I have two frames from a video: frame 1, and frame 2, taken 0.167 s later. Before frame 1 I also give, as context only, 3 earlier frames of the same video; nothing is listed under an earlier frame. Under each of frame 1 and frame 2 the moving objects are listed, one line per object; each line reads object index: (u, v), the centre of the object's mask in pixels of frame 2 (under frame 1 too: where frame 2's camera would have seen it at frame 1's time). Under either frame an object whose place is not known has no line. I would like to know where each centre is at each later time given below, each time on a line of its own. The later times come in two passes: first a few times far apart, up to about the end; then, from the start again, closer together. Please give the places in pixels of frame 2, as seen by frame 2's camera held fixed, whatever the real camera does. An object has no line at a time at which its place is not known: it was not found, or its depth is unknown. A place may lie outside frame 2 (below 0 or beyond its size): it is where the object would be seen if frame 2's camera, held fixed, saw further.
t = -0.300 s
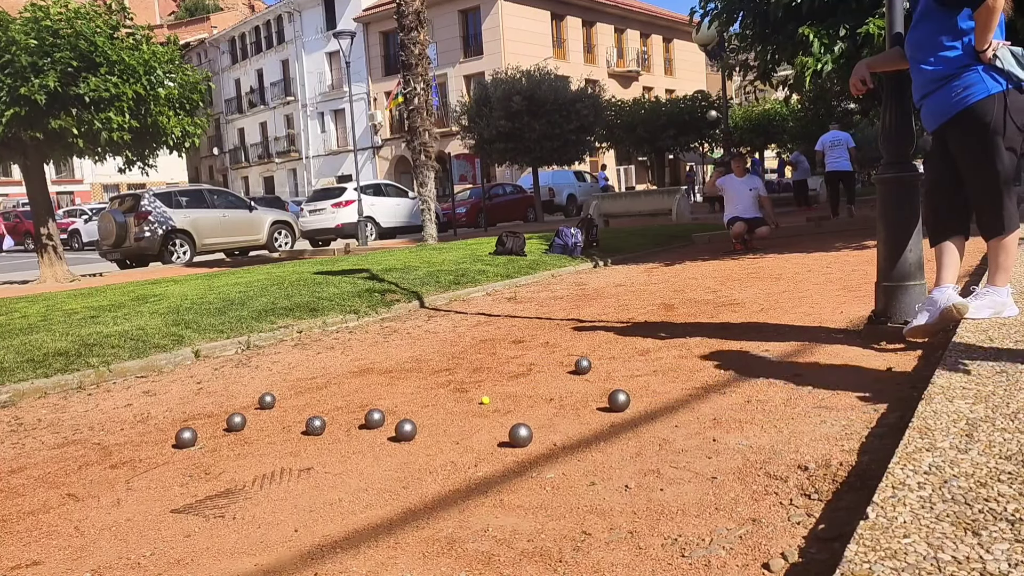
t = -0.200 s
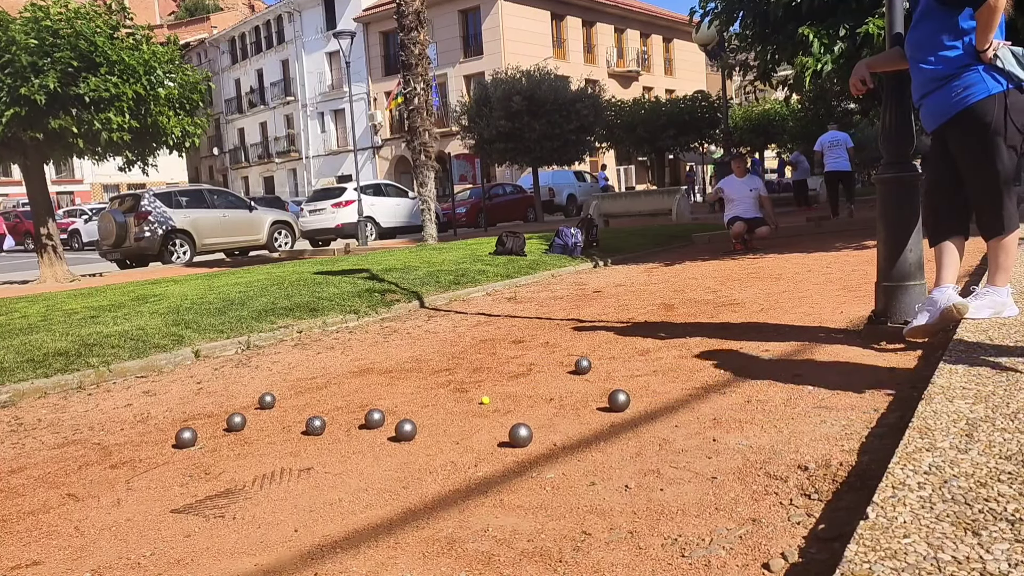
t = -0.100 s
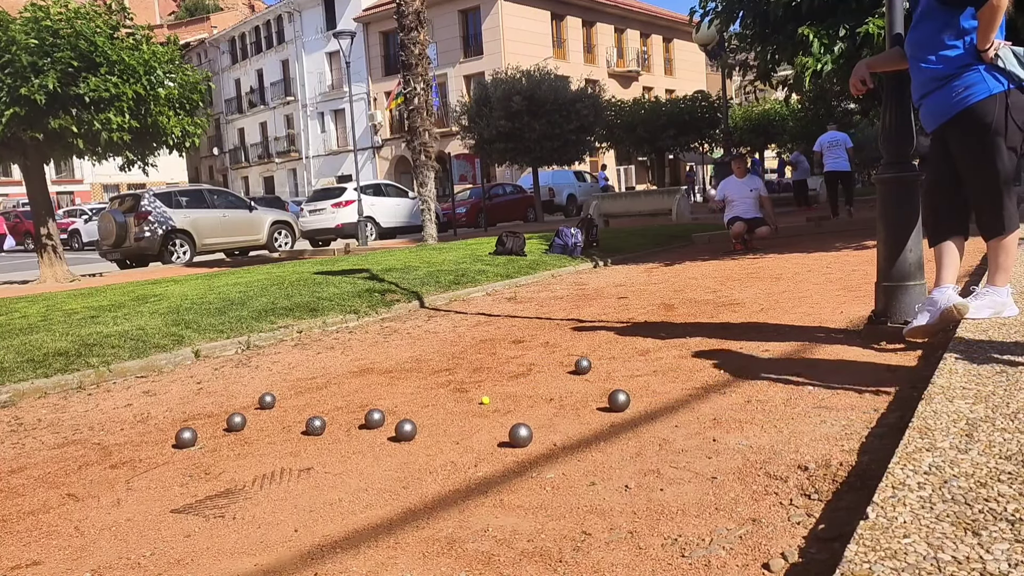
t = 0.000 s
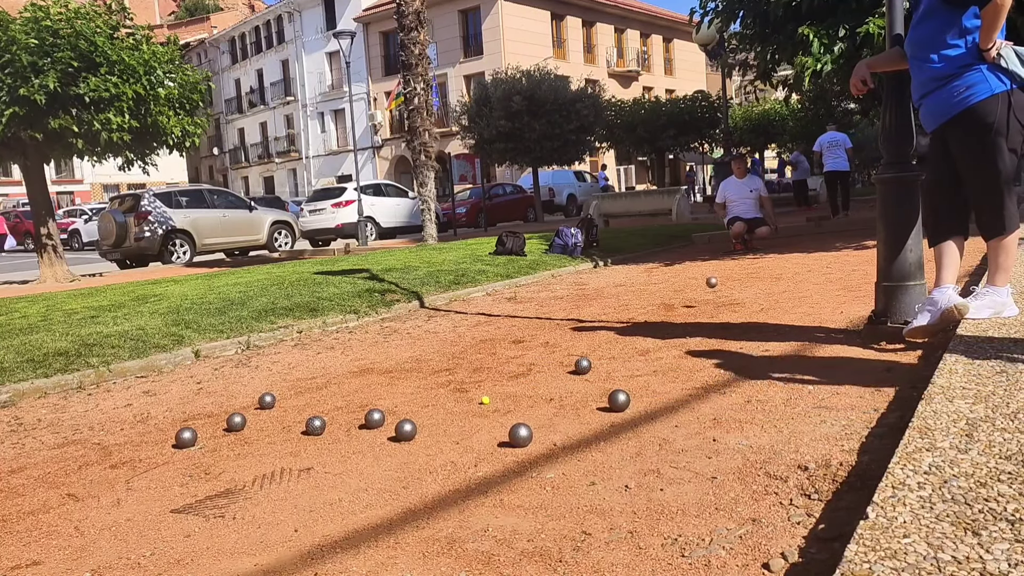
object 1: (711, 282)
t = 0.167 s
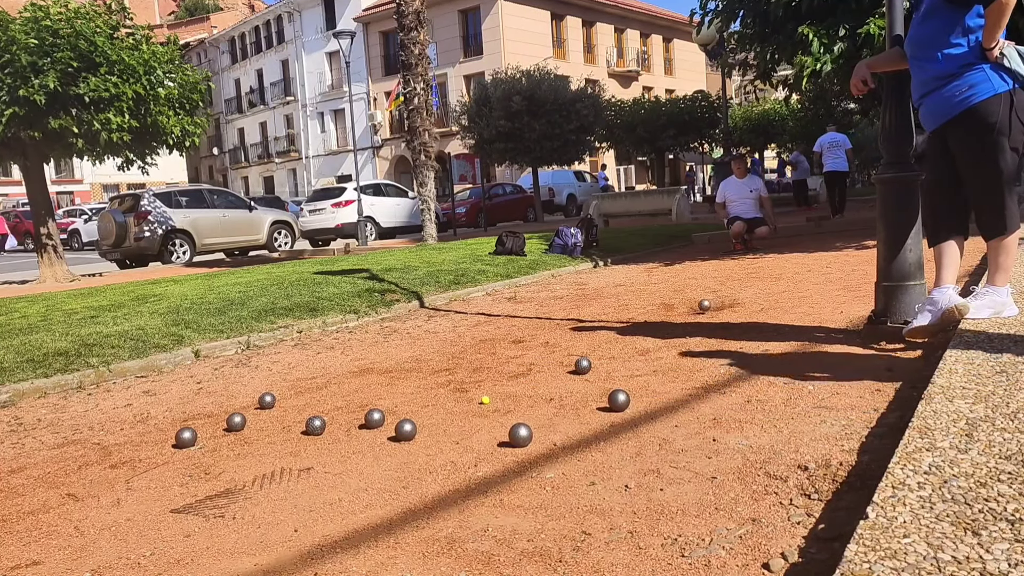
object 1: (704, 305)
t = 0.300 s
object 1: (696, 314)
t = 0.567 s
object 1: (676, 325)
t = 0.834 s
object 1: (651, 339)
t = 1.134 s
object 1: (623, 356)
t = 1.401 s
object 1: (596, 368)
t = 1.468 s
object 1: (587, 372)
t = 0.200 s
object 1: (702, 310)
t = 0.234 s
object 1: (700, 312)
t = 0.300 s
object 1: (696, 314)
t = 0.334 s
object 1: (693, 315)
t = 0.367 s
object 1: (693, 316)
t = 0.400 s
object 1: (690, 317)
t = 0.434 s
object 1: (686, 319)
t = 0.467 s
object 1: (685, 320)
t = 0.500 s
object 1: (681, 323)
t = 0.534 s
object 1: (680, 324)
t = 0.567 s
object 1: (676, 325)
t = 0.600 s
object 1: (673, 328)
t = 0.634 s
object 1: (671, 330)
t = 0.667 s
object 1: (668, 331)
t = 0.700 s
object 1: (663, 334)
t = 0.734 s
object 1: (660, 335)
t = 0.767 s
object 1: (658, 336)
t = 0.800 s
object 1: (655, 337)
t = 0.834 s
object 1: (651, 339)
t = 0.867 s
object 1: (648, 341)
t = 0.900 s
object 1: (643, 344)
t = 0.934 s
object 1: (640, 346)
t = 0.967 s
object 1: (639, 346)
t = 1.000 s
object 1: (634, 349)
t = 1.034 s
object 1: (631, 352)
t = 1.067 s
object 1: (630, 352)
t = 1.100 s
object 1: (627, 354)
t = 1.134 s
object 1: (623, 356)
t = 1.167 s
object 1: (621, 357)
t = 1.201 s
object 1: (616, 359)
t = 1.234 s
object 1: (613, 361)
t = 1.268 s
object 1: (611, 362)
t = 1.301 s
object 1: (607, 363)
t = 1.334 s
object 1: (603, 364)
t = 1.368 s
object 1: (600, 366)
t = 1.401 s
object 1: (596, 368)
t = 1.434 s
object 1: (591, 370)
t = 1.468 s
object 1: (587, 372)
